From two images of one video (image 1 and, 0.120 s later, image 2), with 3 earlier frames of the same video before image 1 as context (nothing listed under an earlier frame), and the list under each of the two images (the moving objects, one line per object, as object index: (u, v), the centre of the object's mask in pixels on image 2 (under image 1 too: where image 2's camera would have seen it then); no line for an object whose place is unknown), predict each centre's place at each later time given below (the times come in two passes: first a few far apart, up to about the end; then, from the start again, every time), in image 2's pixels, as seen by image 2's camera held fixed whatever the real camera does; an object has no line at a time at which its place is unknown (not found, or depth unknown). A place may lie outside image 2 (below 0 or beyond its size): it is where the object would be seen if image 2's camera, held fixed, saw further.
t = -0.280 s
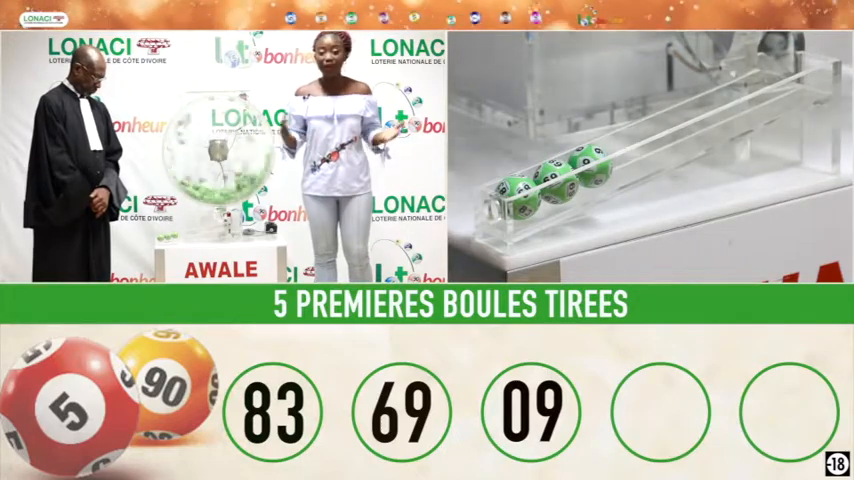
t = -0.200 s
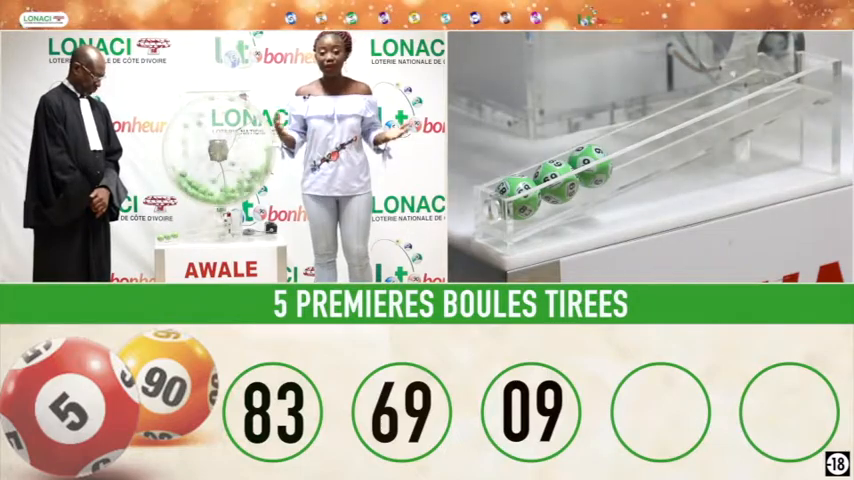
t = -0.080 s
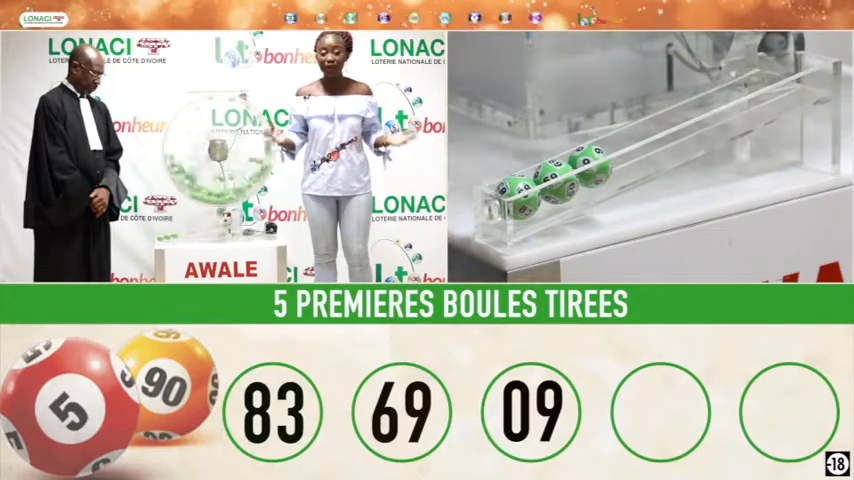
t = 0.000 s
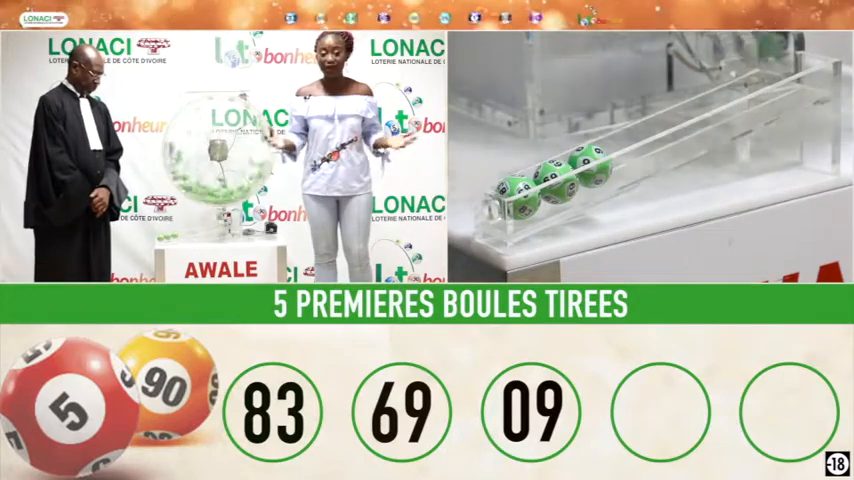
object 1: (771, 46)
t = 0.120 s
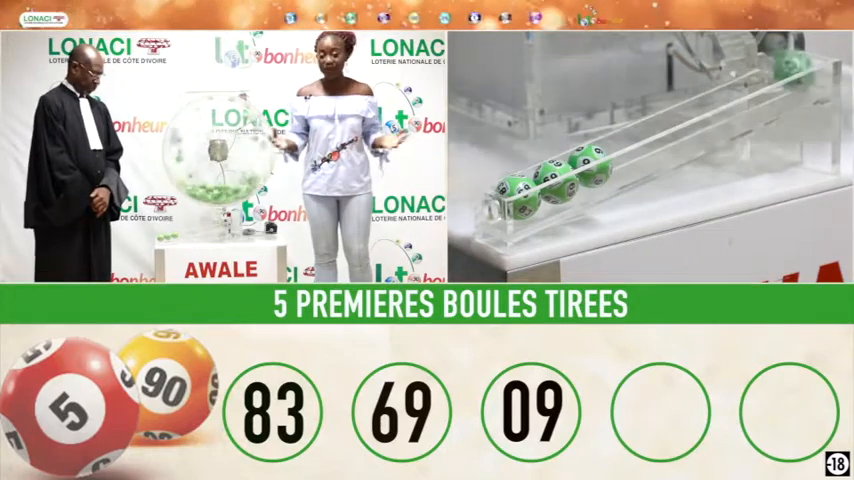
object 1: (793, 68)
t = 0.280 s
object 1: (787, 62)
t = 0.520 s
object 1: (786, 81)
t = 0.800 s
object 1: (752, 93)
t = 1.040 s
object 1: (677, 128)
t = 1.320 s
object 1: (627, 149)
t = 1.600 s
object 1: (625, 150)
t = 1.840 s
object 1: (625, 150)
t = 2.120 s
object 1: (626, 150)
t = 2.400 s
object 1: (626, 150)
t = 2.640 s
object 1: (625, 150)
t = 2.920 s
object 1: (625, 150)
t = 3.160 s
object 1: (625, 150)
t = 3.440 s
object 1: (625, 150)
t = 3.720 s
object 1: (625, 150)
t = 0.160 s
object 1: (783, 61)
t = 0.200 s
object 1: (780, 58)
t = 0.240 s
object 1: (785, 57)
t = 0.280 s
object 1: (787, 62)
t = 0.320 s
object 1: (792, 71)
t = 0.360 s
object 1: (790, 69)
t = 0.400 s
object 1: (786, 75)
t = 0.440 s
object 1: (785, 78)
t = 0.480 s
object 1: (786, 80)
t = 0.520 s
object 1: (786, 81)
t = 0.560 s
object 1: (785, 81)
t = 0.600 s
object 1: (782, 83)
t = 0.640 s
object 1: (779, 85)
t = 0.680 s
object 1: (775, 88)
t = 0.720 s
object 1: (770, 91)
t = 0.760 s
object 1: (763, 93)
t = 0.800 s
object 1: (752, 93)
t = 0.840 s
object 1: (744, 97)
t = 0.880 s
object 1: (734, 103)
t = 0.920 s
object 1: (722, 106)
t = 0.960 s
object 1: (709, 115)
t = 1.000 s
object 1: (695, 122)
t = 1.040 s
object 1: (677, 128)
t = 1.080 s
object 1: (660, 133)
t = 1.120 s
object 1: (639, 142)
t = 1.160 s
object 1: (626, 147)
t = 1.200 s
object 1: (630, 147)
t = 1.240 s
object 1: (629, 147)
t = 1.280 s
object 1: (629, 148)
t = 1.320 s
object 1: (627, 149)
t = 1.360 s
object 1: (626, 149)
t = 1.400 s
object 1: (625, 150)
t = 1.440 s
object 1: (625, 150)
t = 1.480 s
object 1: (625, 150)
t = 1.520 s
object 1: (626, 150)
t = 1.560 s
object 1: (625, 150)
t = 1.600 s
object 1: (625, 150)
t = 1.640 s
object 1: (625, 150)
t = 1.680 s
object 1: (625, 150)
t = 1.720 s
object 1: (625, 150)
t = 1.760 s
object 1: (626, 150)
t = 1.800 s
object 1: (626, 150)
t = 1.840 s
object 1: (625, 150)
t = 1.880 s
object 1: (625, 150)
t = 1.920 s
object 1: (625, 150)
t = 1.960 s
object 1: (625, 150)
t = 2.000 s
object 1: (625, 150)
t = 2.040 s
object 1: (625, 150)
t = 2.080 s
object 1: (626, 150)
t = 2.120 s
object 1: (626, 150)
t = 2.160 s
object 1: (626, 150)
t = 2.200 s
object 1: (625, 150)
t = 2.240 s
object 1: (625, 150)
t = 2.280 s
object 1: (625, 150)
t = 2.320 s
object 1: (625, 150)
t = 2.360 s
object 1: (625, 150)
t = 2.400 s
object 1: (626, 150)
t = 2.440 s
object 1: (626, 150)
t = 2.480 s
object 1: (625, 150)
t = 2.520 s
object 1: (625, 150)
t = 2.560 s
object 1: (625, 150)
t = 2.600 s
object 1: (625, 150)
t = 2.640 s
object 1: (625, 150)
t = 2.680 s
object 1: (625, 150)
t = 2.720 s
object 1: (625, 150)
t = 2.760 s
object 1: (625, 150)
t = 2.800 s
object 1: (625, 150)
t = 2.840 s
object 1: (625, 150)
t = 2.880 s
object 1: (625, 150)
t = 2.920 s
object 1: (625, 150)
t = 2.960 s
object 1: (625, 150)
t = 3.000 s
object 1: (625, 150)
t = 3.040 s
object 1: (625, 150)
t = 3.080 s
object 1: (625, 150)
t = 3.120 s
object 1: (625, 150)
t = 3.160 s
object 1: (625, 150)
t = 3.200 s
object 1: (625, 150)
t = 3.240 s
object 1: (625, 150)
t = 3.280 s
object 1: (625, 150)
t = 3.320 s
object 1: (625, 150)
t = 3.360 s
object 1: (625, 150)
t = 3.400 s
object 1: (625, 150)
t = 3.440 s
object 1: (625, 150)
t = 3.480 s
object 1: (625, 150)
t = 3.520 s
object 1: (625, 150)
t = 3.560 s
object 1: (625, 150)
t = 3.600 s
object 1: (625, 150)
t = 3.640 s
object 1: (625, 150)
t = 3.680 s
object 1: (625, 150)
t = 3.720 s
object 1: (625, 150)
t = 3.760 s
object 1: (625, 150)
